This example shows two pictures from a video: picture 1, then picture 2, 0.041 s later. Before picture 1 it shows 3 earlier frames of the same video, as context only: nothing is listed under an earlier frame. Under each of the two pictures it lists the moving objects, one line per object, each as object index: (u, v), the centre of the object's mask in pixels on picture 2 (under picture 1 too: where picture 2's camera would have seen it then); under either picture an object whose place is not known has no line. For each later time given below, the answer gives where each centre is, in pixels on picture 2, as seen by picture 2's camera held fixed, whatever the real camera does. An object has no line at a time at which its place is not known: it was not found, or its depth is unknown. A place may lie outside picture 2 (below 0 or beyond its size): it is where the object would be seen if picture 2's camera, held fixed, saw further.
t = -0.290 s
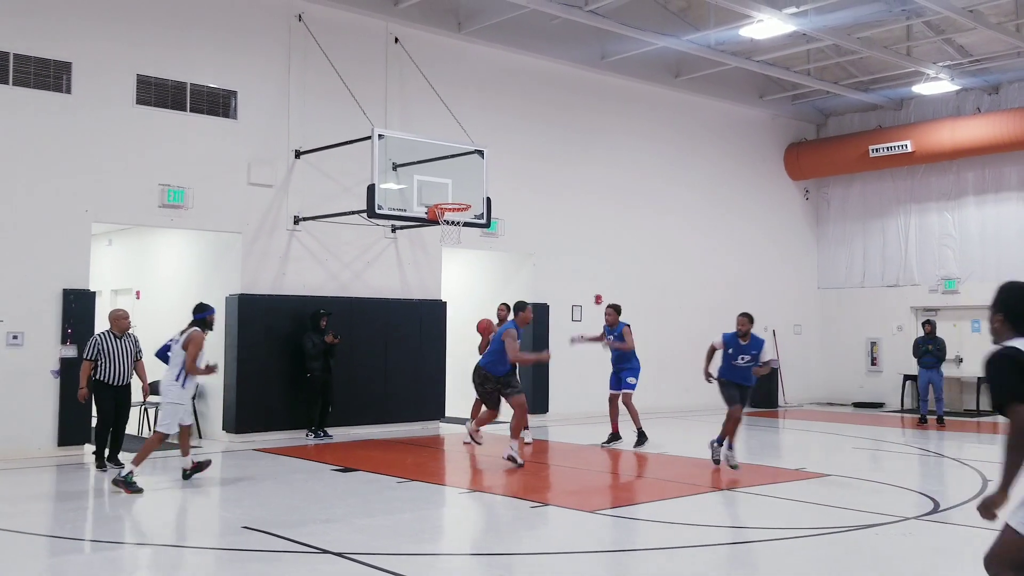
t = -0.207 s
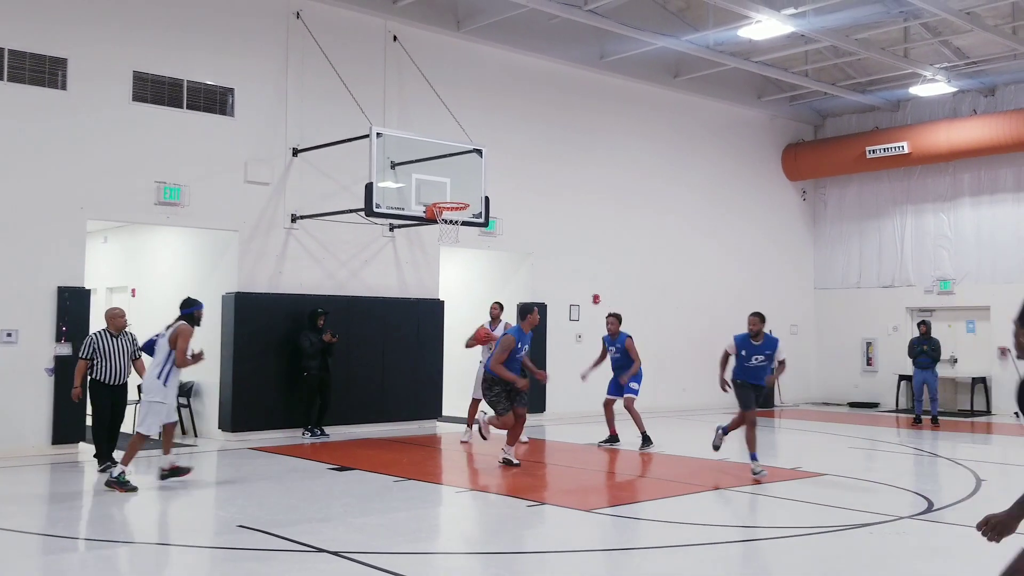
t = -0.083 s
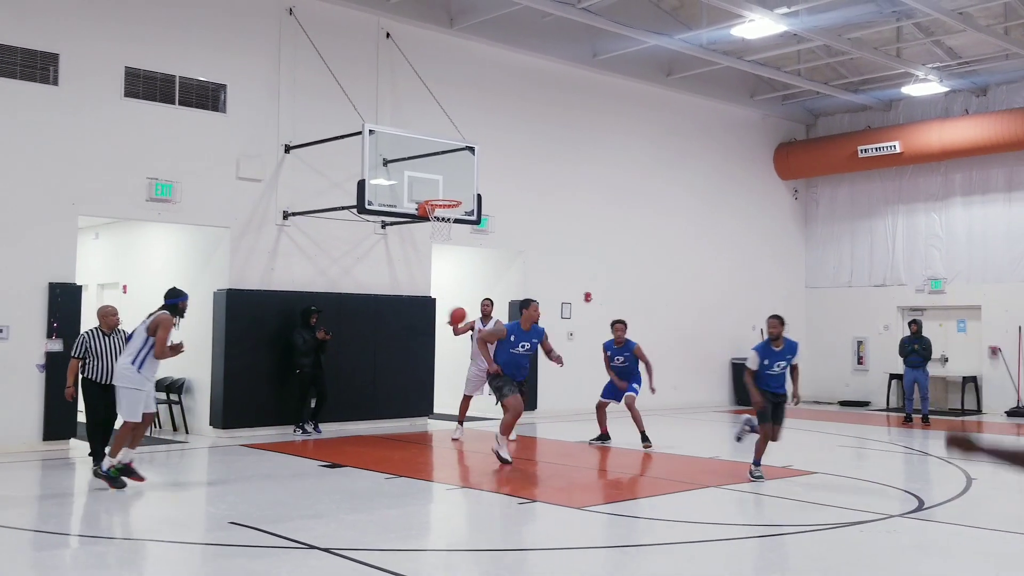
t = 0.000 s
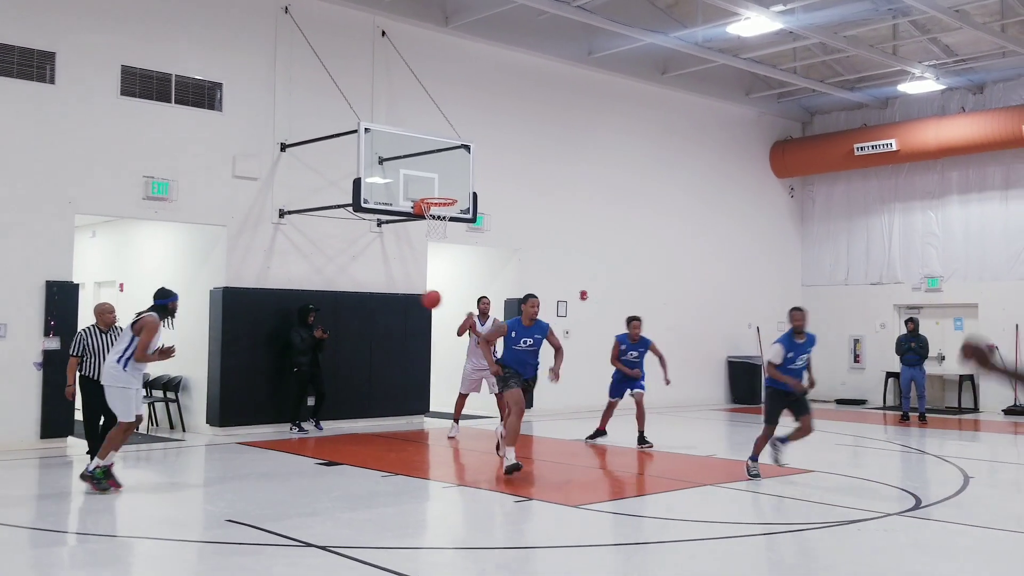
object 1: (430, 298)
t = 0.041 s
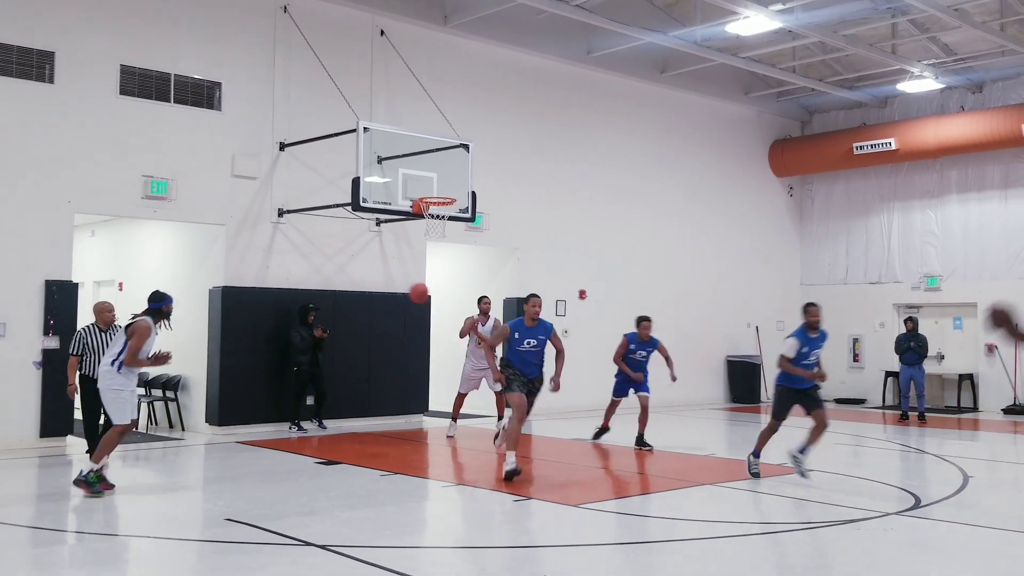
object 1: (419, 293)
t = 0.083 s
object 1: (406, 288)
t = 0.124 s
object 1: (392, 285)
